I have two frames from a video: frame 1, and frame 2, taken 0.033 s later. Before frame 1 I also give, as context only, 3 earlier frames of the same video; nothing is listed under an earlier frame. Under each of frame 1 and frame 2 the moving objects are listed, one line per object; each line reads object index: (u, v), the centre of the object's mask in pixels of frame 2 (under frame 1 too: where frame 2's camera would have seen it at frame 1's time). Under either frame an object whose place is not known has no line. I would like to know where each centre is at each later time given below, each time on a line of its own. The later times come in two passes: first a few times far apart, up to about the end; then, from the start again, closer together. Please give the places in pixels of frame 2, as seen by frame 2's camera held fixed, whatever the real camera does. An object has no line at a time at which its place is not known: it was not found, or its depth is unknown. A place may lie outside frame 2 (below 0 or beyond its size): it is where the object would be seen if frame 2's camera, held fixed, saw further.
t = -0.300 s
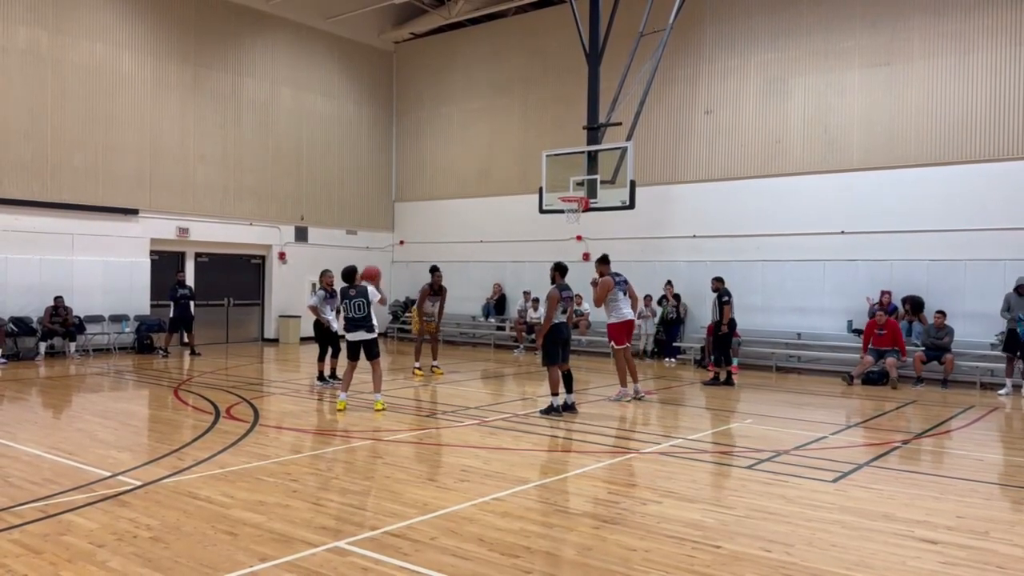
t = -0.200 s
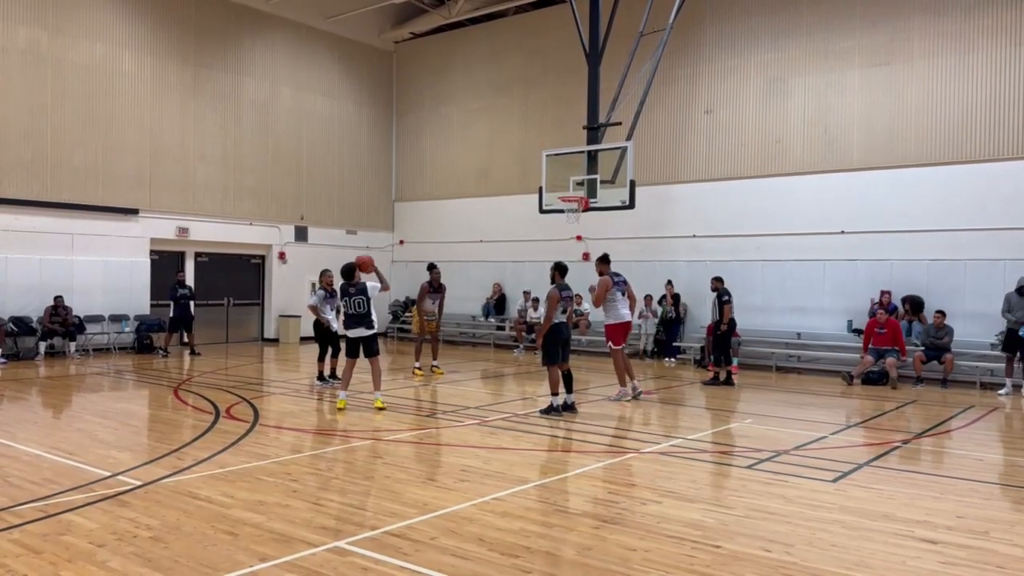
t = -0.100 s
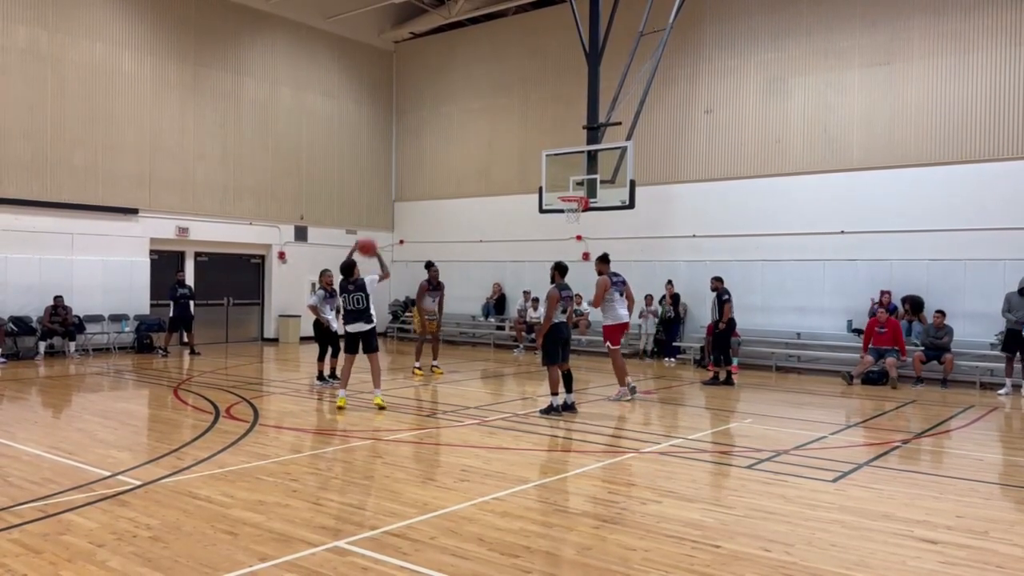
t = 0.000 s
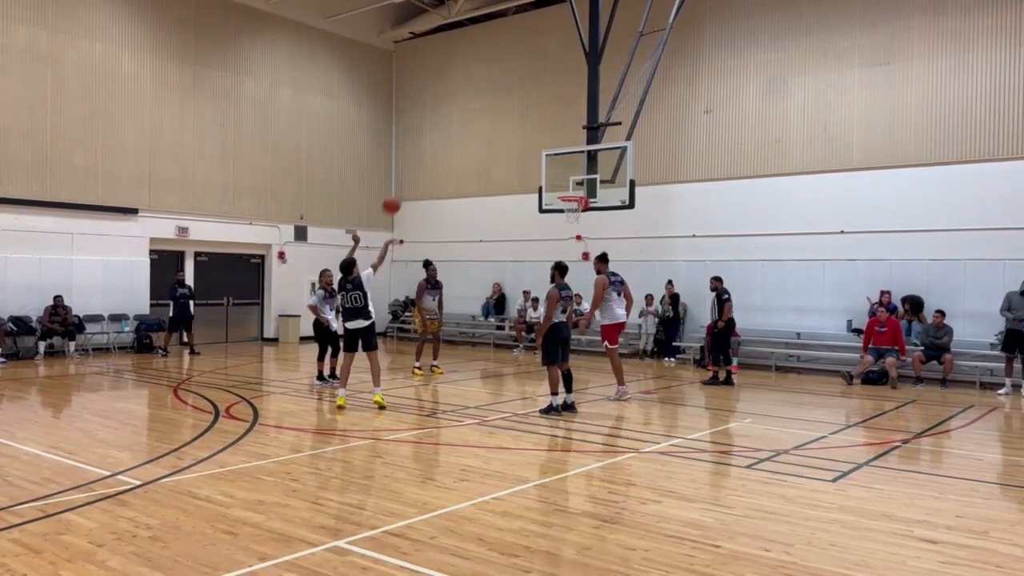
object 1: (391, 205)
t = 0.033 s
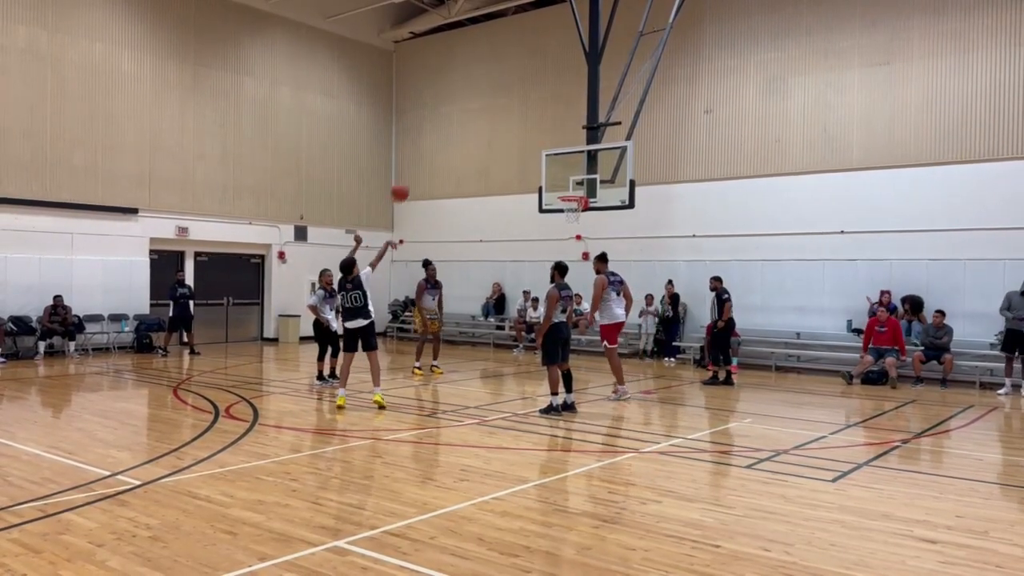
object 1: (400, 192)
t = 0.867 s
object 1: (559, 166)
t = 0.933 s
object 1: (568, 181)
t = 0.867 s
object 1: (559, 166)
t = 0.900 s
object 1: (563, 173)
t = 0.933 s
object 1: (568, 181)
